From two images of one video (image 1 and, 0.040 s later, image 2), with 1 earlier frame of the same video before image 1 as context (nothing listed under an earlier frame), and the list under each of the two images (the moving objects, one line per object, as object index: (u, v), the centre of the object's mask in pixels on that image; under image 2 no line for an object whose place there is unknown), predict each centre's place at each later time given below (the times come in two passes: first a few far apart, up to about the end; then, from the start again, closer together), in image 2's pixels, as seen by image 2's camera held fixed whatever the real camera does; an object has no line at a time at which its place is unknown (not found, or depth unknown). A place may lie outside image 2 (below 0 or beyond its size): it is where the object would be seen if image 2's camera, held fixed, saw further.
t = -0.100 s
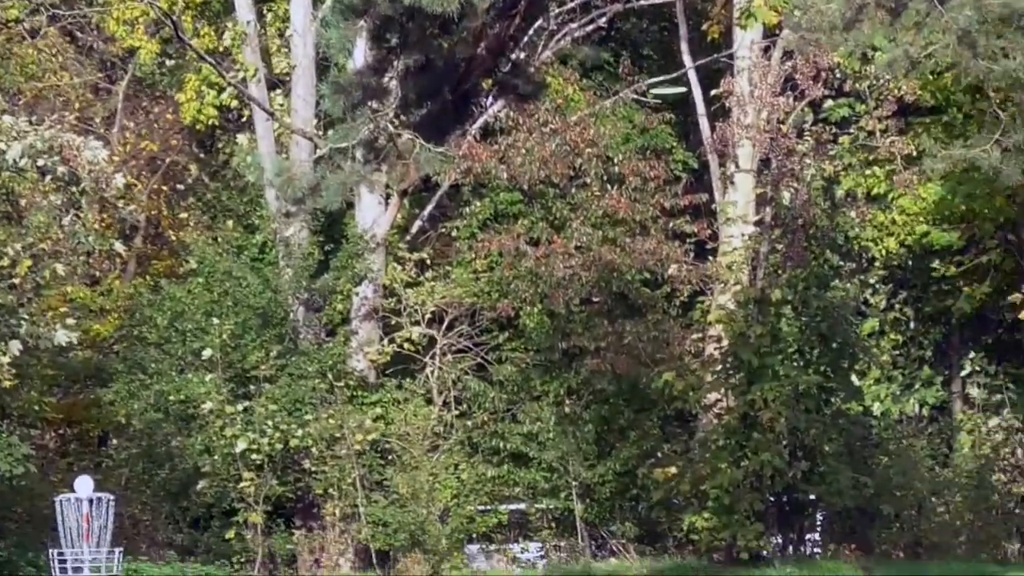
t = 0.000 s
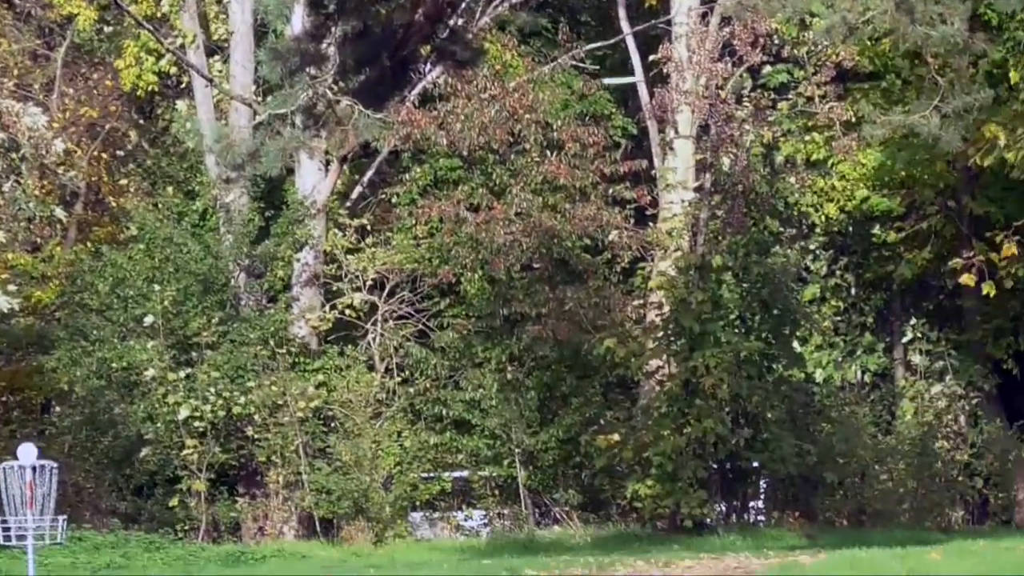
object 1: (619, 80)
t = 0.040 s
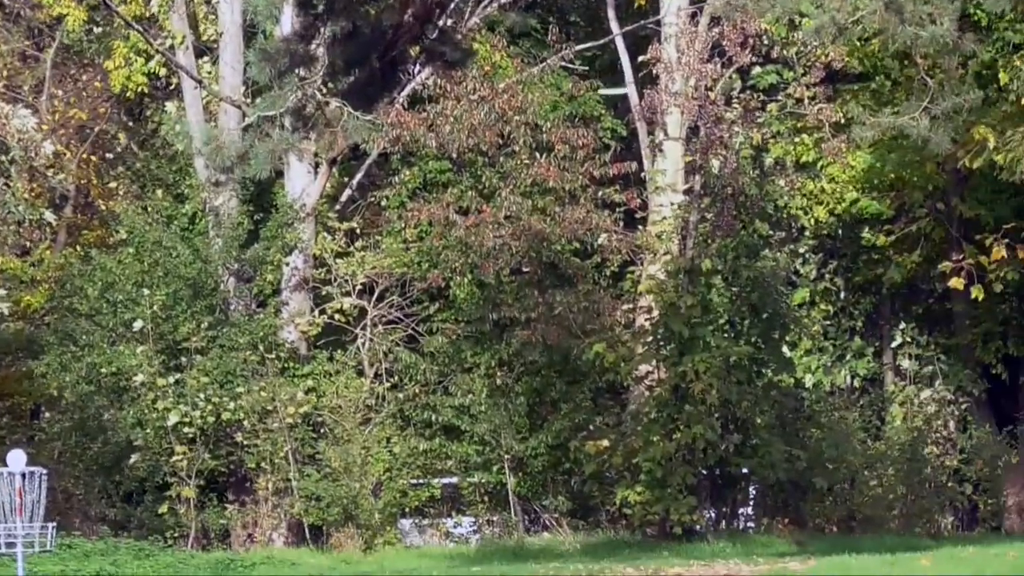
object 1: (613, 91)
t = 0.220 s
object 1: (637, 141)
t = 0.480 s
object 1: (670, 215)
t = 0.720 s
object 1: (683, 271)
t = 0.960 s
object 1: (692, 316)
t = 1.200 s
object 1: (690, 350)
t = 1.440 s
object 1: (680, 400)
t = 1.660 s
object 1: (666, 459)
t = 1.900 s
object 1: (638, 525)
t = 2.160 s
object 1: (592, 574)
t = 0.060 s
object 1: (611, 97)
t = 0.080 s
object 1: (611, 101)
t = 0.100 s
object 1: (616, 106)
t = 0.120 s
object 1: (625, 110)
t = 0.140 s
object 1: (627, 118)
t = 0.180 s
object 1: (627, 129)
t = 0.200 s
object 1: (631, 135)
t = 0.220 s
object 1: (637, 141)
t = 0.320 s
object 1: (650, 167)
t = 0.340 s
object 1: (648, 174)
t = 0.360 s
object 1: (649, 179)
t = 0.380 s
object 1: (651, 187)
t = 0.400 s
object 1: (655, 192)
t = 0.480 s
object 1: (670, 215)
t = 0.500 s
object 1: (671, 218)
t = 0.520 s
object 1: (672, 223)
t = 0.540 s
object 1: (671, 229)
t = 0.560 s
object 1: (673, 235)
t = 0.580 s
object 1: (676, 239)
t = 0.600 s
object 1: (677, 244)
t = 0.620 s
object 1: (679, 249)
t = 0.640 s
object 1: (680, 253)
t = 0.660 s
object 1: (680, 258)
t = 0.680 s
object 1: (681, 263)
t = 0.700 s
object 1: (682, 267)
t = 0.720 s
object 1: (683, 271)
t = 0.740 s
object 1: (684, 276)
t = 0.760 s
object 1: (685, 280)
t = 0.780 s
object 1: (687, 284)
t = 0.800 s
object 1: (687, 288)
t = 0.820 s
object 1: (687, 292)
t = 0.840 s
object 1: (688, 295)
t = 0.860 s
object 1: (691, 299)
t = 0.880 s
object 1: (692, 303)
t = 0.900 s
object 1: (691, 307)
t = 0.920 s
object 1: (689, 310)
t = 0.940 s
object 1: (689, 313)
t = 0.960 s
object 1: (692, 316)
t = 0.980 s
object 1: (695, 320)
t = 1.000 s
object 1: (693, 322)
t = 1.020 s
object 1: (690, 325)
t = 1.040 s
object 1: (691, 328)
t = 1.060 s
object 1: (693, 330)
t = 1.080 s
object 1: (693, 332)
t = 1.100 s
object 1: (691, 336)
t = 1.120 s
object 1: (690, 338)
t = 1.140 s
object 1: (693, 340)
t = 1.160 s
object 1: (693, 343)
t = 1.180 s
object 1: (691, 346)
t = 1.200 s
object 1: (690, 350)
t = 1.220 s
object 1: (691, 353)
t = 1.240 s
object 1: (690, 357)
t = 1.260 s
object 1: (689, 361)
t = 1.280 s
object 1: (688, 364)
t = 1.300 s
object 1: (688, 369)
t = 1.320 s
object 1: (687, 373)
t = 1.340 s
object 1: (685, 378)
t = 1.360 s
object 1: (685, 382)
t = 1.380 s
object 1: (685, 386)
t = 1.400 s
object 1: (684, 391)
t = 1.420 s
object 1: (683, 396)
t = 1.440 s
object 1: (680, 400)
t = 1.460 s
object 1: (680, 405)
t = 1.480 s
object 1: (680, 410)
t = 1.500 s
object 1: (679, 415)
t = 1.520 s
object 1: (676, 421)
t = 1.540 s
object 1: (675, 426)
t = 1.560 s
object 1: (673, 431)
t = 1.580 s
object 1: (673, 437)
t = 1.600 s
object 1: (671, 442)
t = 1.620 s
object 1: (670, 448)
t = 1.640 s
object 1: (668, 454)
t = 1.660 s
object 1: (666, 459)
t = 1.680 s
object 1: (664, 464)
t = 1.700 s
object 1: (663, 470)
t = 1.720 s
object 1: (661, 475)
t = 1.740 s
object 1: (658, 481)
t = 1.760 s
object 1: (656, 486)
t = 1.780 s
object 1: (654, 491)
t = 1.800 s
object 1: (652, 497)
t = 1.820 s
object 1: (649, 503)
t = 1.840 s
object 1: (646, 508)
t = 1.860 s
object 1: (644, 513)
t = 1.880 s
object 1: (641, 519)
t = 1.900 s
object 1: (638, 525)
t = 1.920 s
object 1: (634, 530)
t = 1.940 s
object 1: (631, 536)
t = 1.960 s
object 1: (628, 541)
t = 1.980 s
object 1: (625, 547)
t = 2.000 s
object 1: (621, 553)
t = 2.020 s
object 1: (618, 559)
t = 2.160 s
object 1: (592, 574)
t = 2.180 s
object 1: (588, 571)
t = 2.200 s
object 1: (585, 569)
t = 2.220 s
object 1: (584, 567)
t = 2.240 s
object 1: (581, 565)
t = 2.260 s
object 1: (578, 564)
